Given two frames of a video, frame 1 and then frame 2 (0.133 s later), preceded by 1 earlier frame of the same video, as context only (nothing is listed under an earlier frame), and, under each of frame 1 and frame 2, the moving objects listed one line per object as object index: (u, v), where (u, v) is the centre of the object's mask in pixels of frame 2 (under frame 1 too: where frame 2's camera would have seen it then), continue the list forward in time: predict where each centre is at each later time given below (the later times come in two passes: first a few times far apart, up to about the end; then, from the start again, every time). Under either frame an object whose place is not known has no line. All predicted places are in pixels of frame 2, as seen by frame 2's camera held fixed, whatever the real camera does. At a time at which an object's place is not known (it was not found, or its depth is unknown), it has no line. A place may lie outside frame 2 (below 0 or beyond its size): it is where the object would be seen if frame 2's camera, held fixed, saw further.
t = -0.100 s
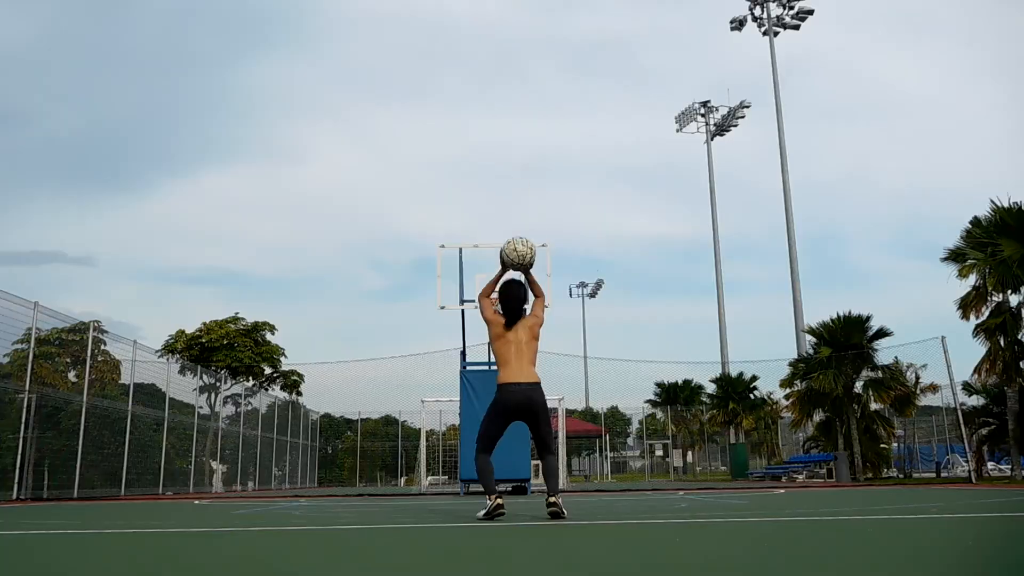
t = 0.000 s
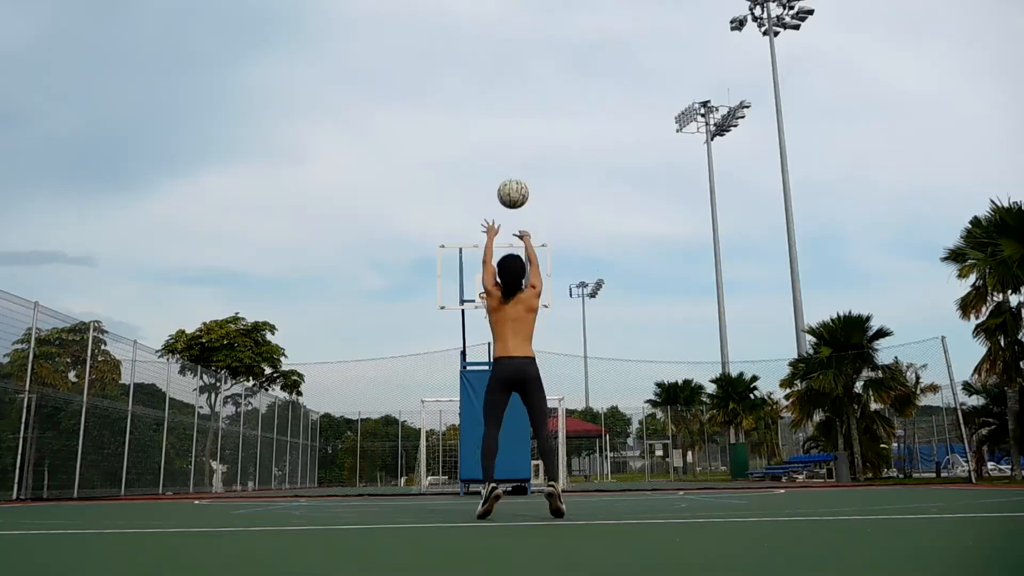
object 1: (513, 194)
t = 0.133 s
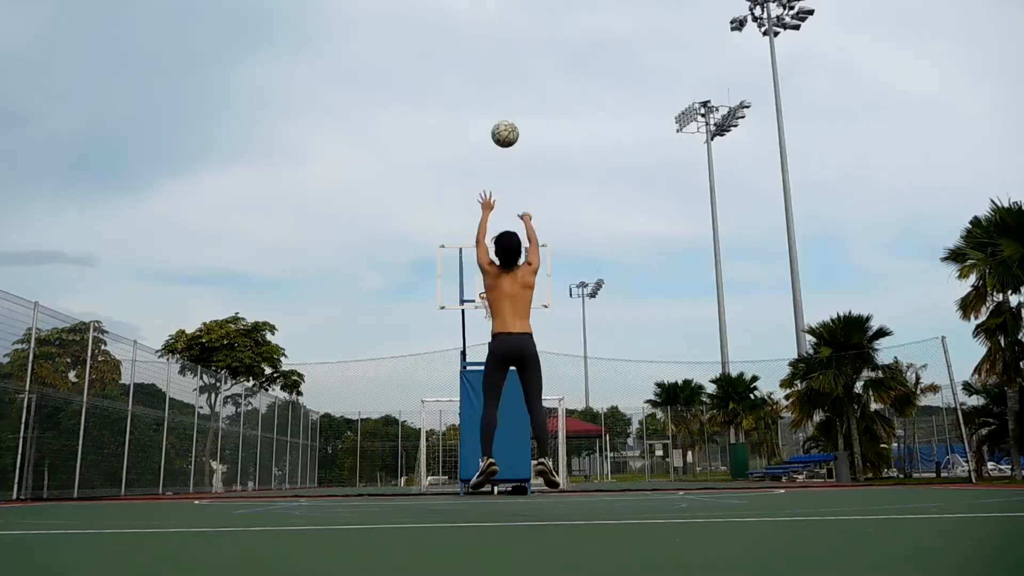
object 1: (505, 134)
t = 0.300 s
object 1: (497, 100)
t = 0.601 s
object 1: (485, 107)
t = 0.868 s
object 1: (477, 164)
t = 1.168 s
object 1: (470, 267)
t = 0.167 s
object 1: (503, 124)
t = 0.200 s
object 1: (501, 116)
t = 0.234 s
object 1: (500, 109)
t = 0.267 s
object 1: (498, 104)
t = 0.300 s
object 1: (497, 100)
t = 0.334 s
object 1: (495, 96)
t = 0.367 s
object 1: (494, 95)
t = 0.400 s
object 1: (492, 94)
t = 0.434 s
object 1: (491, 94)
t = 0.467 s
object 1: (490, 95)
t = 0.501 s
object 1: (488, 97)
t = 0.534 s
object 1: (487, 100)
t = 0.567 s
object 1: (486, 103)
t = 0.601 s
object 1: (485, 107)
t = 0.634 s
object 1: (484, 112)
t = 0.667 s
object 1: (483, 118)
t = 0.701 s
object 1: (482, 124)
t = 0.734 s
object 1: (481, 131)
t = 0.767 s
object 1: (480, 138)
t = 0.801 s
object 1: (479, 146)
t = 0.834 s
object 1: (478, 154)
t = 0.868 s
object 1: (477, 164)
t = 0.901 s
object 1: (476, 173)
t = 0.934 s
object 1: (475, 183)
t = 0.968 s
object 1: (474, 194)
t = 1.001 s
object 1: (473, 205)
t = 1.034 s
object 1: (473, 216)
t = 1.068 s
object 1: (472, 228)
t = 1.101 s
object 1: (471, 241)
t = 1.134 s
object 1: (471, 253)
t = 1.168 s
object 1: (470, 267)
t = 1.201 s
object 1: (469, 280)
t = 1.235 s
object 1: (468, 294)
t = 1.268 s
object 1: (468, 309)
